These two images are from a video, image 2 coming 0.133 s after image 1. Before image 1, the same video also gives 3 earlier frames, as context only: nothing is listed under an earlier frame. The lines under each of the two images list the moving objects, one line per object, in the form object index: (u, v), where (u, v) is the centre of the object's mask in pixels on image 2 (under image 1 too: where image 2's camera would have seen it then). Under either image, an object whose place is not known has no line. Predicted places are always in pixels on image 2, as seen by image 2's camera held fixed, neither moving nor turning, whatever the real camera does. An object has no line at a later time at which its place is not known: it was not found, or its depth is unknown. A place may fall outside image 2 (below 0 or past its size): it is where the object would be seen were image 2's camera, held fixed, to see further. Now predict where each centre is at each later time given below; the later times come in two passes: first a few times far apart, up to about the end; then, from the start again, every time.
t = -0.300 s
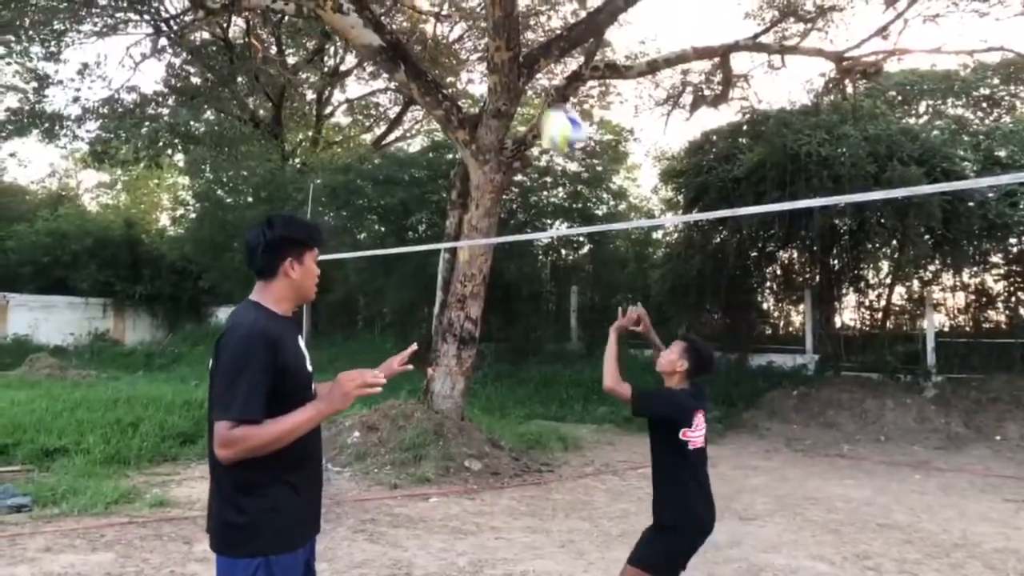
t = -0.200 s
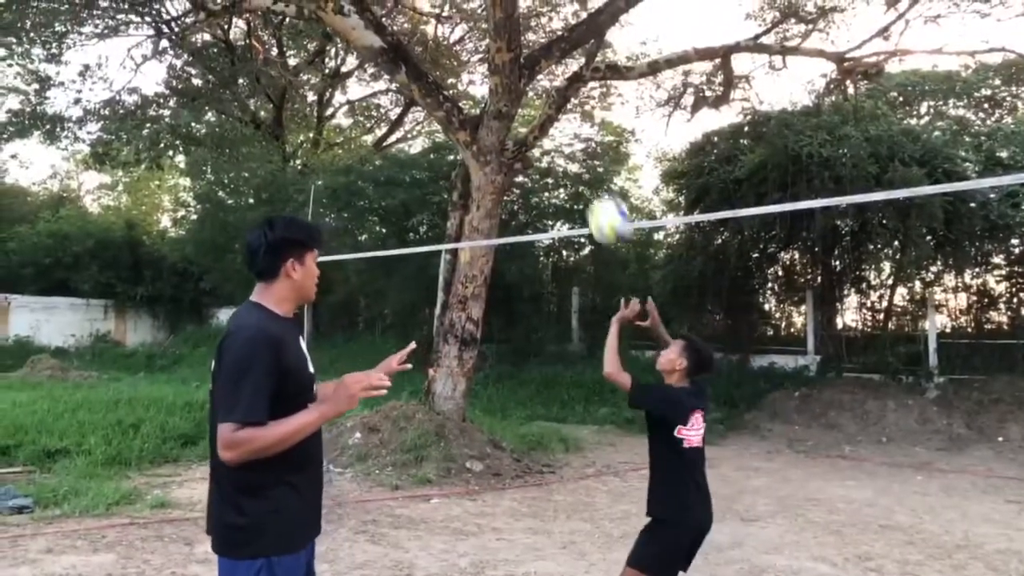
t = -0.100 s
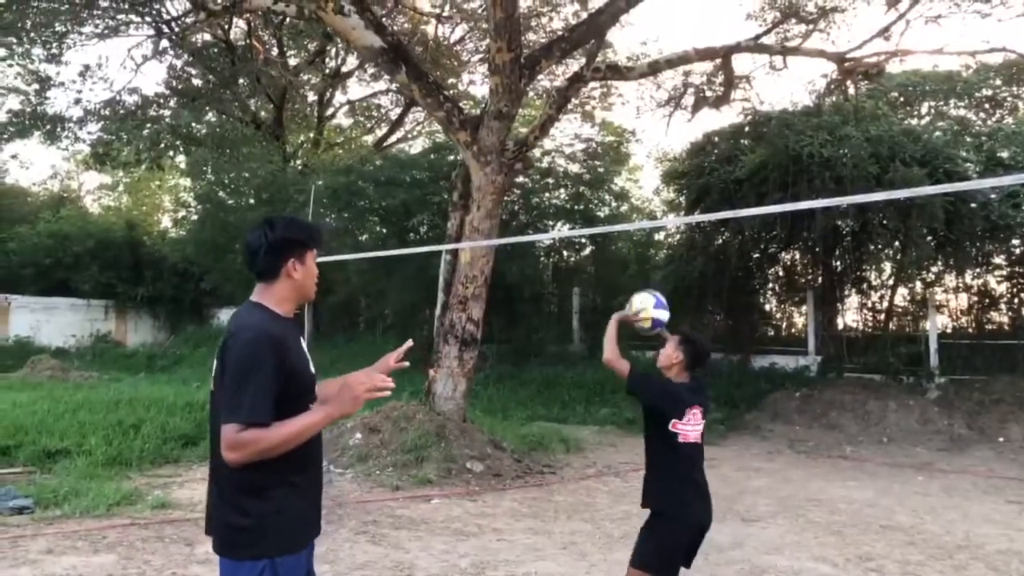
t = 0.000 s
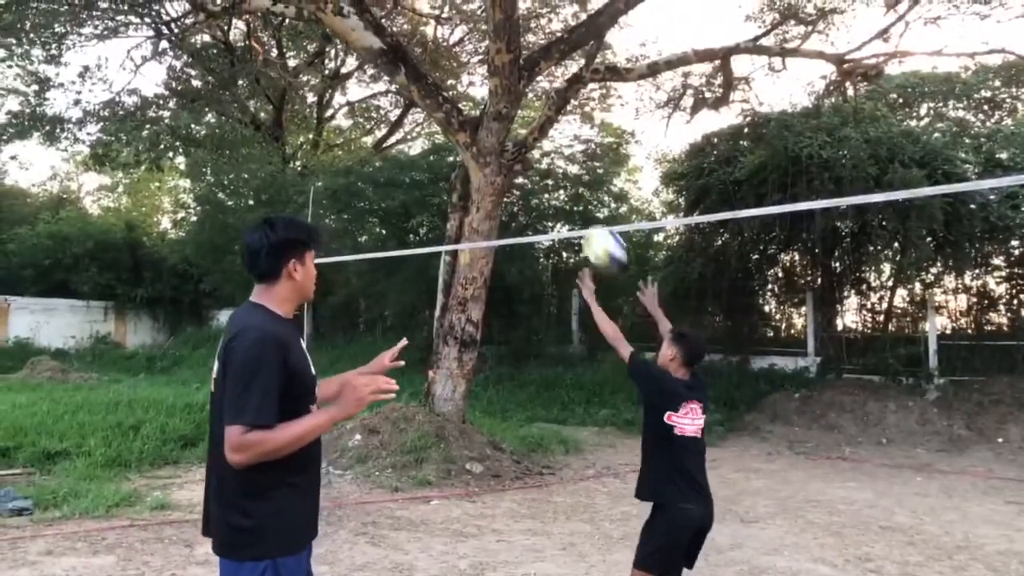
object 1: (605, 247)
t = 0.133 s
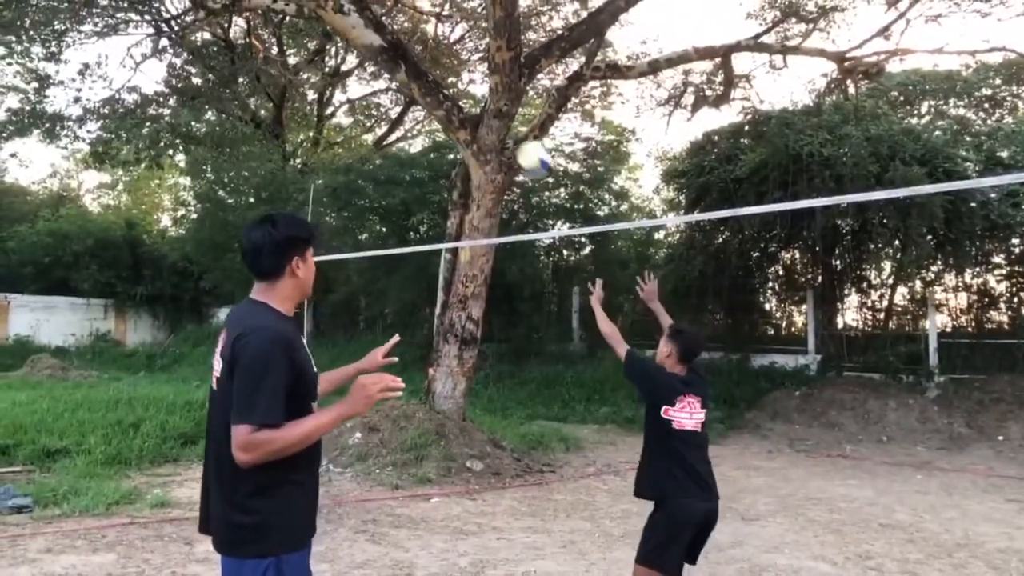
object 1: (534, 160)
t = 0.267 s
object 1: (478, 116)
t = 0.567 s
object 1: (384, 120)
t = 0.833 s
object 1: (320, 202)
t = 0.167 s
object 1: (520, 146)
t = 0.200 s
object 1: (506, 135)
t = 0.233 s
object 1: (491, 124)
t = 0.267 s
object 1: (478, 116)
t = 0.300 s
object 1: (466, 111)
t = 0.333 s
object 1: (454, 106)
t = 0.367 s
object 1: (444, 104)
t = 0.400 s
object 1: (434, 102)
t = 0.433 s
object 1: (423, 104)
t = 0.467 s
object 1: (413, 106)
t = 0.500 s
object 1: (401, 108)
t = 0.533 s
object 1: (393, 114)
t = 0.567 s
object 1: (384, 120)
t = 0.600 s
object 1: (375, 126)
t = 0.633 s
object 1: (366, 134)
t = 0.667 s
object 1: (359, 144)
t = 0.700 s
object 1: (350, 153)
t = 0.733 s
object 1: (341, 164)
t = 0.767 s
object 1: (334, 176)
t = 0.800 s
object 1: (327, 189)
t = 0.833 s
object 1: (320, 202)
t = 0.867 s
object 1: (314, 211)
